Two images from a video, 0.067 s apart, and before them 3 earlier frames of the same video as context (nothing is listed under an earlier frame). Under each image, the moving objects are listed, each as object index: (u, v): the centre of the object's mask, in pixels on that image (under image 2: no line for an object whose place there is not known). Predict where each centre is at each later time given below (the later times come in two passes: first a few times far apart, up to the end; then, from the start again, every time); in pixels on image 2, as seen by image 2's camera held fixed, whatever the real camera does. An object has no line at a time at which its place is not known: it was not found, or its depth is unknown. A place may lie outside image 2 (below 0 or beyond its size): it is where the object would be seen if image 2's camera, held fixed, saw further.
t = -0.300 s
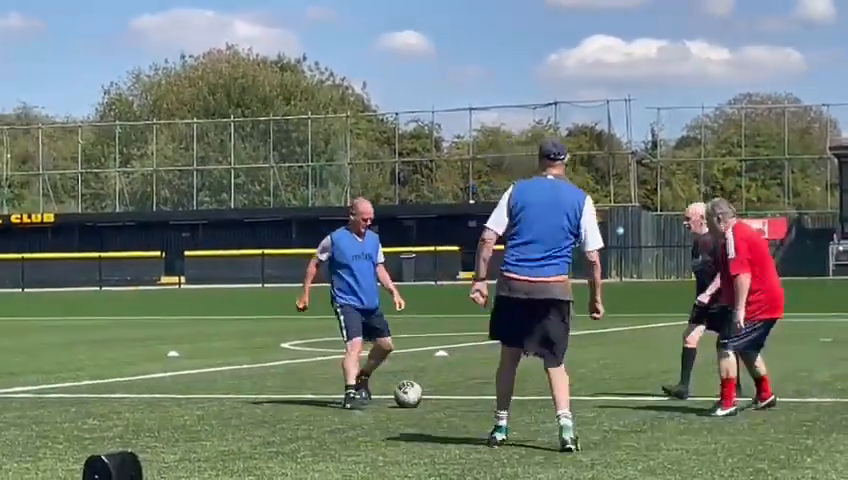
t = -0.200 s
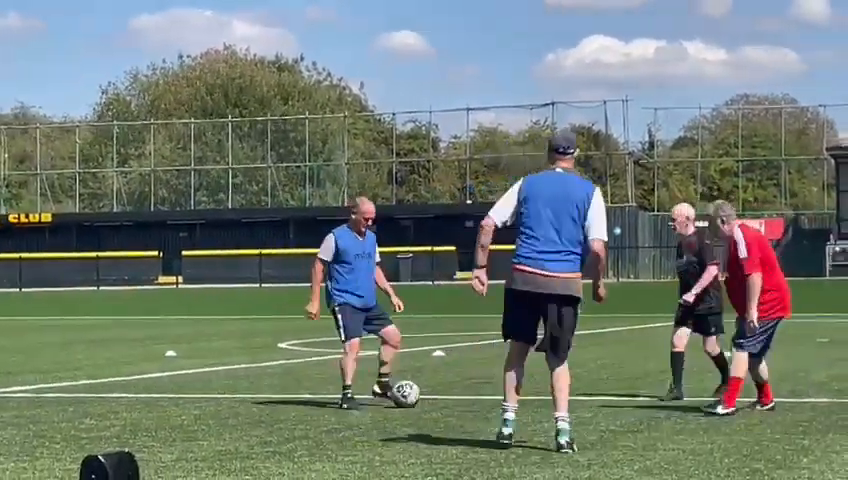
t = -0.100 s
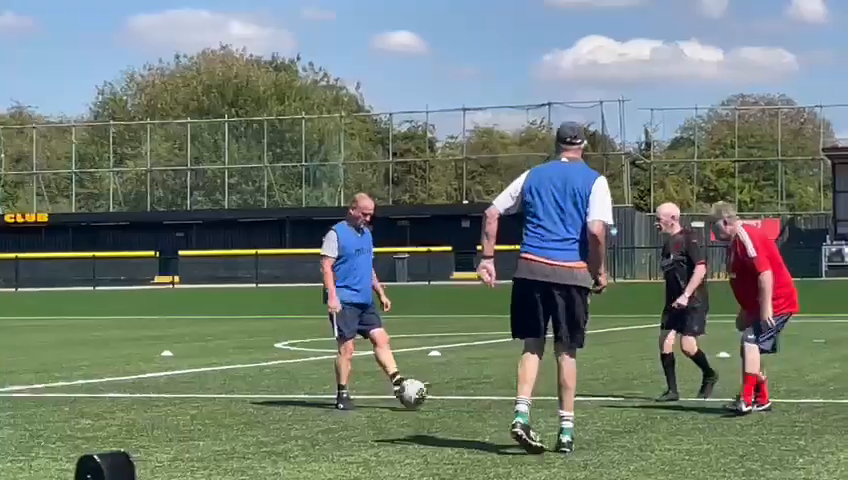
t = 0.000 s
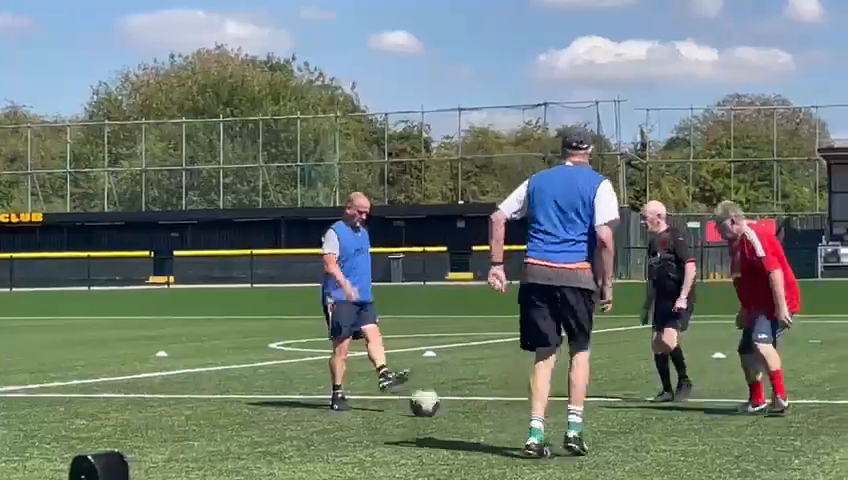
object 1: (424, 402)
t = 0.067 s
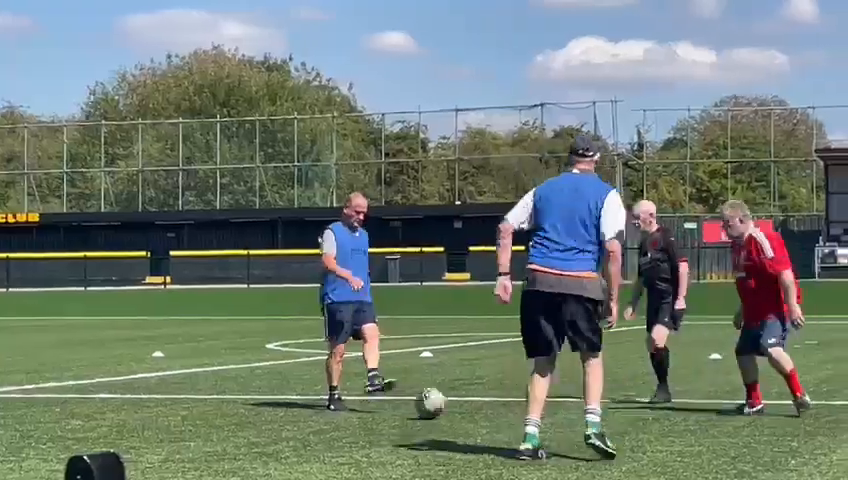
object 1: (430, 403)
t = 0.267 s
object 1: (455, 410)
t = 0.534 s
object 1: (484, 421)
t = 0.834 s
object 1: (515, 431)
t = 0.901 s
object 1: (522, 434)
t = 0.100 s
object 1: (434, 404)
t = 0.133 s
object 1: (439, 406)
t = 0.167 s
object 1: (444, 409)
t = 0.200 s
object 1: (447, 408)
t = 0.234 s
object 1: (452, 408)
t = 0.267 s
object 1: (455, 410)
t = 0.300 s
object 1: (459, 412)
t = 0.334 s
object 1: (464, 414)
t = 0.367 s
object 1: (467, 415)
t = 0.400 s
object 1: (471, 415)
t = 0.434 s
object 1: (474, 418)
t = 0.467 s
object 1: (477, 419)
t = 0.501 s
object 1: (480, 420)
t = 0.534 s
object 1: (484, 421)
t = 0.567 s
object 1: (487, 422)
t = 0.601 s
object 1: (491, 424)
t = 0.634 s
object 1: (495, 424)
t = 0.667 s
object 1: (497, 426)
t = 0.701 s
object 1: (501, 427)
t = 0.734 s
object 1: (504, 428)
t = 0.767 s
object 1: (509, 429)
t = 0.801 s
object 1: (512, 431)
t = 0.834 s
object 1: (515, 431)
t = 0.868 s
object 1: (519, 433)
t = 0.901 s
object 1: (522, 434)
